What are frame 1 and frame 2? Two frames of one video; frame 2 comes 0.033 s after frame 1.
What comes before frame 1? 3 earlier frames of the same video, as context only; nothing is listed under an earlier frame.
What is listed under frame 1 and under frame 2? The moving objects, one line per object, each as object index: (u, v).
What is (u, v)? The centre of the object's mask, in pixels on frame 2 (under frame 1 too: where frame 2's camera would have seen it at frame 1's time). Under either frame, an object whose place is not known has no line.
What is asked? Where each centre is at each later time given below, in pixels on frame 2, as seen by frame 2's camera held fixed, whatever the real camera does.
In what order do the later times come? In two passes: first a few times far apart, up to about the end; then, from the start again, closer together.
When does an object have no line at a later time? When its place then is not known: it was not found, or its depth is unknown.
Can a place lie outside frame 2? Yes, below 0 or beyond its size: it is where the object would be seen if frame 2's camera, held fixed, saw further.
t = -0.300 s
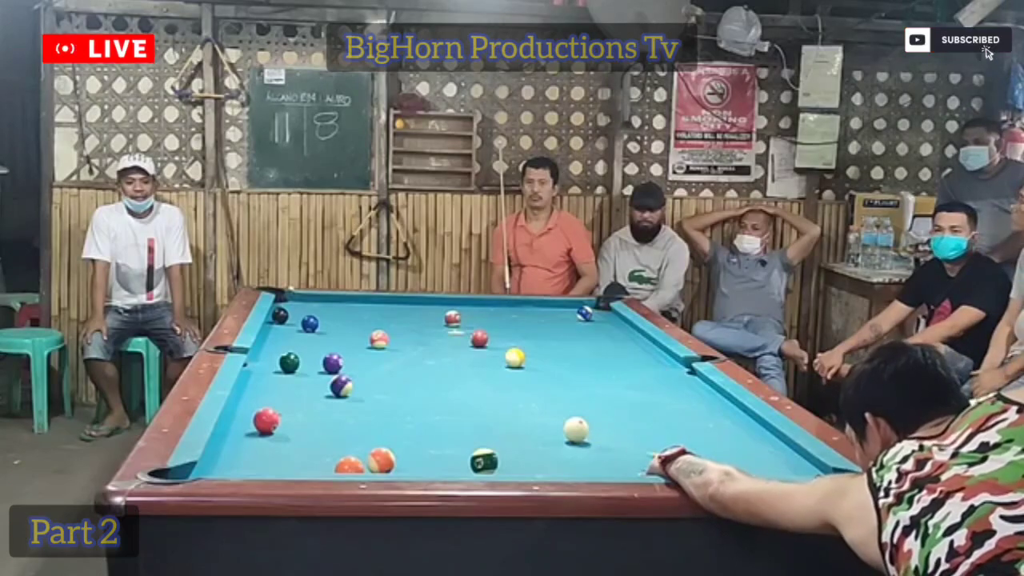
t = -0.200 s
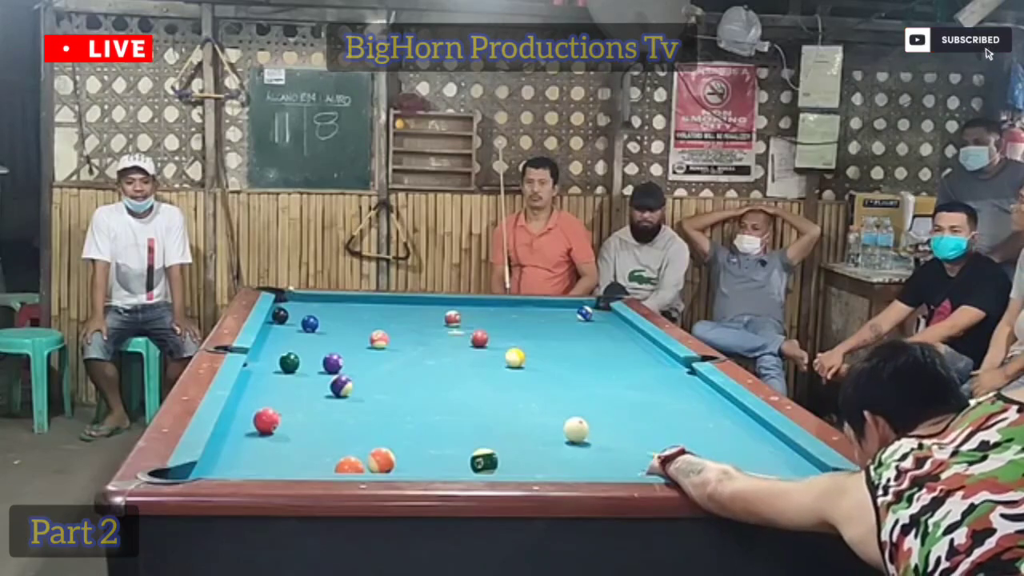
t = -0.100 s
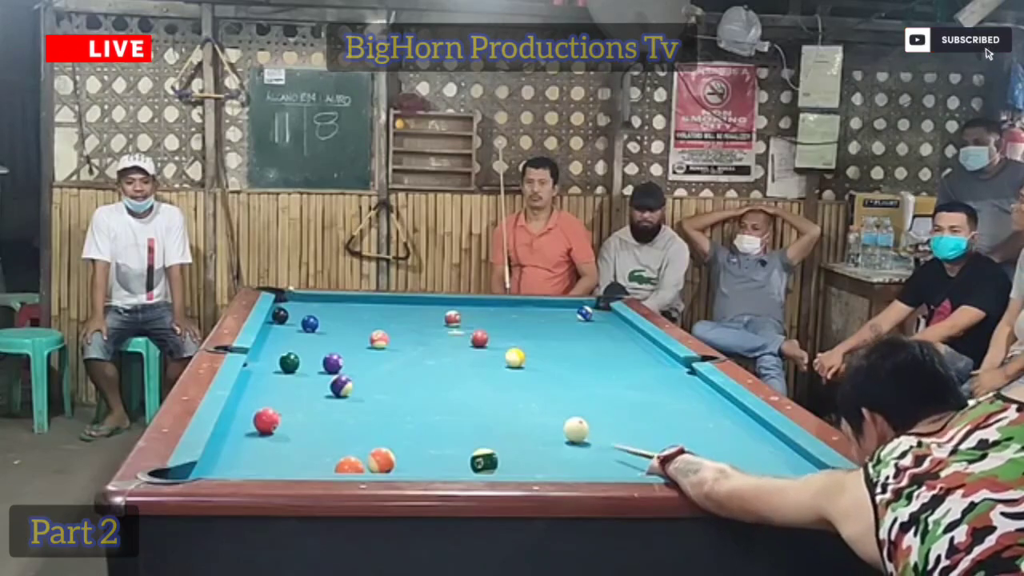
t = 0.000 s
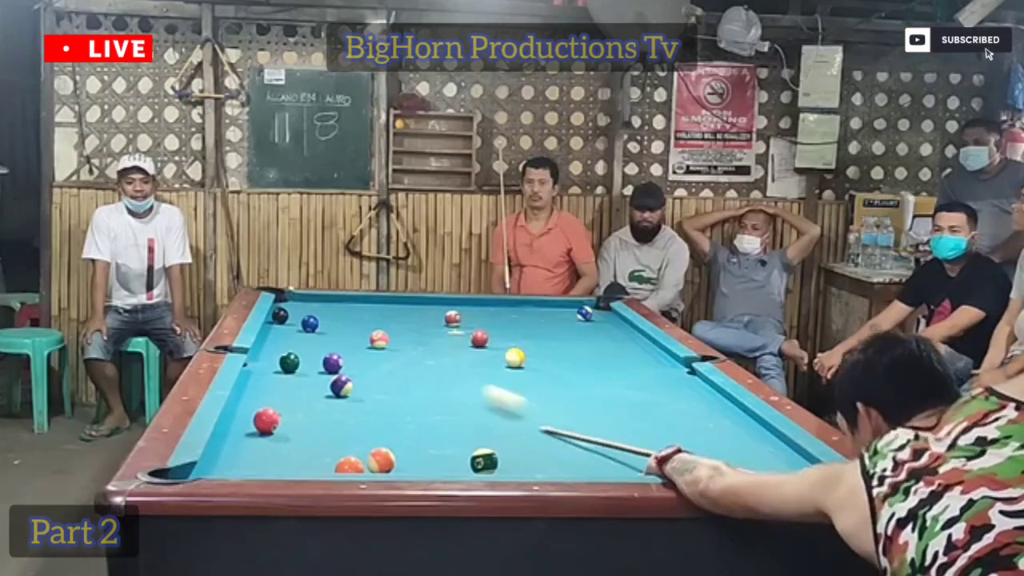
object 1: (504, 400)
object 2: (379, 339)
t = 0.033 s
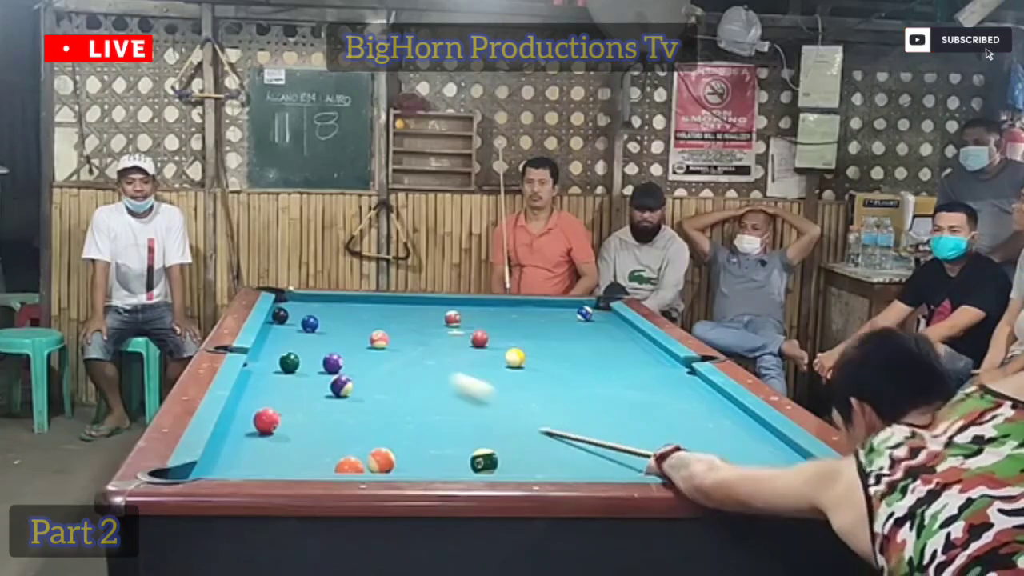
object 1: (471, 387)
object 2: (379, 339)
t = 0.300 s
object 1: (306, 326)
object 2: (379, 339)
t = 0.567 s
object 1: (285, 327)
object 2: (379, 339)
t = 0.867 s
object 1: (315, 332)
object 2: (379, 339)
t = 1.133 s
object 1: (341, 335)
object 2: (379, 339)
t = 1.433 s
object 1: (362, 339)
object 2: (385, 340)
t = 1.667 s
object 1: (365, 340)
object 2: (400, 341)
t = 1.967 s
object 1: (369, 341)
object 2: (416, 342)
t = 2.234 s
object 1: (371, 342)
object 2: (428, 343)
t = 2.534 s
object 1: (371, 342)
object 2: (438, 344)
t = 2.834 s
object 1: (371, 342)
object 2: (445, 345)
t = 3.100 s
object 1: (371, 342)
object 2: (448, 345)
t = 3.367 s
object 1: (371, 342)
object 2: (450, 345)
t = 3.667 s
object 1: (371, 342)
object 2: (451, 345)
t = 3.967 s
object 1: (371, 343)
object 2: (451, 345)
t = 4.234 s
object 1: (371, 342)
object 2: (451, 345)
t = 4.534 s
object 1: (371, 342)
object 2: (451, 345)
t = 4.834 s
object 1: (371, 342)
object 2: (451, 345)
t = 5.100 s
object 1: (371, 342)
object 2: (451, 345)
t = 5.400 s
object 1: (371, 342)
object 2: (451, 345)
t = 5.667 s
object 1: (371, 343)
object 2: (451, 345)
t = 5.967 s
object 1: (371, 342)
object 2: (451, 345)
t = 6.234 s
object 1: (371, 343)
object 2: (451, 345)
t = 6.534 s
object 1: (372, 342)
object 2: (451, 345)
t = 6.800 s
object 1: (372, 342)
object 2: (451, 345)
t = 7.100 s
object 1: (372, 342)
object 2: (451, 345)
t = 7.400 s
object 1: (372, 342)
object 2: (451, 345)
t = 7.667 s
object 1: (372, 342)
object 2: (451, 345)
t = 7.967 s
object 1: (372, 342)
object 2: (451, 345)
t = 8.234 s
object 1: (372, 342)
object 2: (451, 345)
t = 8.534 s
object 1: (372, 342)
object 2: (451, 345)
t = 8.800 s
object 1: (372, 342)
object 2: (451, 345)
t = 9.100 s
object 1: (371, 342)
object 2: (451, 345)
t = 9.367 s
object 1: (371, 342)
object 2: (451, 345)
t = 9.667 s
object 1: (371, 342)
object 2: (451, 345)
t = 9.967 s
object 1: (371, 342)
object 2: (451, 345)
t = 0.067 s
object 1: (442, 376)
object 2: (379, 339)
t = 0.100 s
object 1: (415, 366)
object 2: (379, 339)
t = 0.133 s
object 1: (392, 357)
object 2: (379, 338)
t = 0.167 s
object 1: (370, 348)
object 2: (380, 337)
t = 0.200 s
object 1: (351, 340)
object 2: (379, 339)
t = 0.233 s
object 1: (333, 334)
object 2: (379, 339)
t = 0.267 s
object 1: (317, 327)
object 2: (379, 339)
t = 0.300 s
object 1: (306, 326)
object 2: (379, 339)
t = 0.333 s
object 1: (296, 326)
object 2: (379, 339)
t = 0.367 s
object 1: (288, 325)
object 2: (379, 339)
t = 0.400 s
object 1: (279, 325)
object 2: (379, 339)
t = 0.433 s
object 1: (272, 325)
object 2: (379, 339)
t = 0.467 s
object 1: (274, 325)
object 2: (379, 339)
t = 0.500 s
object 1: (278, 326)
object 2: (379, 339)
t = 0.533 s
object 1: (281, 327)
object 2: (379, 339)
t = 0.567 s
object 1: (285, 327)
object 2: (379, 339)
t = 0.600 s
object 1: (289, 327)
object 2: (379, 339)
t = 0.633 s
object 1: (293, 328)
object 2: (379, 339)
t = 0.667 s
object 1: (295, 328)
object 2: (379, 339)
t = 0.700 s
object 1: (298, 329)
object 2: (379, 339)
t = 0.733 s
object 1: (302, 329)
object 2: (379, 339)
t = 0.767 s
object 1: (305, 330)
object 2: (379, 339)
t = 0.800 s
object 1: (309, 331)
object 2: (379, 339)
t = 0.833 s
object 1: (312, 331)
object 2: (379, 339)
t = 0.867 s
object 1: (315, 332)
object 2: (379, 339)
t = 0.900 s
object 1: (319, 332)
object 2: (379, 339)
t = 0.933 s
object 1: (321, 333)
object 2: (379, 339)
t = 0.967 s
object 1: (325, 333)
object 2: (379, 339)
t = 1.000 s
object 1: (329, 333)
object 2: (379, 339)
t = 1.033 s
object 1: (332, 334)
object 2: (379, 339)
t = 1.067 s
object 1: (335, 334)
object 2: (379, 339)
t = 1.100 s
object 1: (338, 335)
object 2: (379, 339)
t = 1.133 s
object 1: (341, 335)
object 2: (379, 339)
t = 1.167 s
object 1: (345, 336)
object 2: (379, 339)
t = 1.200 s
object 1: (348, 336)
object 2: (379, 339)
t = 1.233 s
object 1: (351, 337)
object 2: (379, 339)
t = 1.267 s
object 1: (354, 337)
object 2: (379, 339)
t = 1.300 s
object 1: (357, 337)
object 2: (379, 339)
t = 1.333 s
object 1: (359, 338)
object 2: (379, 339)
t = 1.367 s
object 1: (361, 338)
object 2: (381, 339)
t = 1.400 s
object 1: (361, 338)
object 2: (383, 339)
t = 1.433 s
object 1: (362, 339)
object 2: (385, 340)
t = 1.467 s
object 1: (362, 339)
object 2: (387, 340)
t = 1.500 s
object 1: (363, 339)
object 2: (390, 340)
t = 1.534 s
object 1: (363, 340)
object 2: (392, 340)
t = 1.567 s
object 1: (364, 340)
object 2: (393, 341)
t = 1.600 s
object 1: (364, 340)
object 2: (396, 341)
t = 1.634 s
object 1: (365, 340)
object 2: (398, 341)
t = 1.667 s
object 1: (365, 340)
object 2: (400, 341)
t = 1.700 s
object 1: (366, 340)
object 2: (401, 341)
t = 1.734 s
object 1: (366, 340)
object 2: (403, 341)
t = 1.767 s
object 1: (366, 341)
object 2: (405, 341)
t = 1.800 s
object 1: (367, 341)
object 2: (407, 342)
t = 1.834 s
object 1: (367, 341)
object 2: (409, 342)
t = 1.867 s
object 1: (368, 341)
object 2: (411, 342)
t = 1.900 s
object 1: (368, 341)
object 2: (412, 342)
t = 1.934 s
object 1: (368, 341)
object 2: (414, 342)
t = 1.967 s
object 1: (369, 341)
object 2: (416, 342)
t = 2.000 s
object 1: (369, 341)
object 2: (418, 343)
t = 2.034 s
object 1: (369, 341)
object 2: (419, 342)
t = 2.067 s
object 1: (369, 341)
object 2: (421, 343)
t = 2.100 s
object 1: (370, 342)
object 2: (422, 343)
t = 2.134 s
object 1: (370, 342)
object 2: (424, 343)
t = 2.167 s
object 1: (370, 342)
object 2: (425, 343)
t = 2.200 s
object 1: (371, 342)
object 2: (426, 343)
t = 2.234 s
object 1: (371, 342)
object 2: (428, 343)
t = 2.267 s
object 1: (371, 342)
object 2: (429, 344)
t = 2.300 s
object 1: (371, 342)
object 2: (430, 344)
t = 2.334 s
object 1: (371, 342)
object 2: (431, 344)
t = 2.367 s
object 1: (371, 342)
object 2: (433, 344)
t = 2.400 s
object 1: (371, 342)
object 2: (433, 344)
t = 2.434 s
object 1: (371, 342)
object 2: (434, 344)
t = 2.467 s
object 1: (371, 342)
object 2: (436, 344)
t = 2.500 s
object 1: (371, 342)
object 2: (437, 344)
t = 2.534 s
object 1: (371, 342)
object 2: (438, 344)
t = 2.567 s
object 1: (371, 342)
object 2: (438, 344)
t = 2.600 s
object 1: (371, 342)
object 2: (440, 344)
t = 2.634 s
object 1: (371, 342)
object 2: (440, 344)
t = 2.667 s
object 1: (371, 342)
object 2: (441, 344)
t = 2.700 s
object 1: (371, 342)
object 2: (442, 344)
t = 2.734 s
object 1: (371, 342)
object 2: (443, 345)
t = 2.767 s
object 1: (371, 342)
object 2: (443, 345)
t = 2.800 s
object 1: (371, 342)
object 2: (444, 345)
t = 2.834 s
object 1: (371, 342)
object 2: (445, 345)
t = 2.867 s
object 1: (371, 342)
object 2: (445, 345)
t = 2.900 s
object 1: (371, 342)
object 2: (446, 345)
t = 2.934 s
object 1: (371, 342)
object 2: (446, 345)
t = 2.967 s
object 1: (371, 342)
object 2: (447, 345)
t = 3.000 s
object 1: (371, 342)
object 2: (447, 345)
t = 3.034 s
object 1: (371, 342)
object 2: (448, 345)
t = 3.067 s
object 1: (371, 342)
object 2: (448, 345)
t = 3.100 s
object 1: (371, 342)
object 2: (448, 345)
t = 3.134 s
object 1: (371, 342)
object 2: (449, 345)
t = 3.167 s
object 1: (371, 342)
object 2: (449, 345)
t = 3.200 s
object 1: (371, 342)
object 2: (449, 345)
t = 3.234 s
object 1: (371, 342)
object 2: (450, 345)
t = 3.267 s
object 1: (371, 342)
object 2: (450, 345)
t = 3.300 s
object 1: (371, 342)
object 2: (450, 345)
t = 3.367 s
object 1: (371, 342)
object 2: (450, 345)
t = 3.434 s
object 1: (371, 342)
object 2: (450, 345)
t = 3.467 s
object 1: (371, 342)
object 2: (450, 345)
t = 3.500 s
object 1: (371, 342)
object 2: (450, 345)
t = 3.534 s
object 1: (371, 342)
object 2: (450, 345)
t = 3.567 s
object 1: (371, 342)
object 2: (450, 345)
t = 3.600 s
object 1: (371, 342)
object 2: (451, 345)
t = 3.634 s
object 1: (371, 342)
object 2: (450, 345)
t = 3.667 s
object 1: (371, 342)
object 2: (451, 345)
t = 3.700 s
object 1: (371, 342)
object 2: (451, 345)
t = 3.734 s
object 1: (371, 342)
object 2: (451, 345)
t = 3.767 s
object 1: (371, 343)
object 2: (451, 345)
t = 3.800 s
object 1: (371, 342)
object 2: (451, 345)
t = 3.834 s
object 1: (371, 343)
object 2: (451, 345)
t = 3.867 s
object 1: (371, 343)
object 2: (451, 345)
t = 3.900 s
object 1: (371, 343)
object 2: (451, 345)
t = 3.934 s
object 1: (371, 343)
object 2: (451, 345)
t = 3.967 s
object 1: (371, 343)
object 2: (451, 345)
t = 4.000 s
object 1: (371, 342)
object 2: (451, 345)
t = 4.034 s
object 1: (371, 343)
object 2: (451, 345)
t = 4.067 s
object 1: (371, 343)
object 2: (451, 345)
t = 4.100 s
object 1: (371, 343)
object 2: (451, 345)
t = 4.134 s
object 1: (371, 342)
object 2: (451, 345)
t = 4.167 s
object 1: (371, 343)
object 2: (451, 345)
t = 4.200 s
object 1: (371, 343)
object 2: (451, 345)
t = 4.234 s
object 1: (371, 342)
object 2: (451, 345)
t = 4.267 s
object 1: (371, 342)
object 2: (451, 345)
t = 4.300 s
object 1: (371, 343)
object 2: (451, 345)
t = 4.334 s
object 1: (371, 343)
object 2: (451, 345)
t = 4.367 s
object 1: (371, 343)
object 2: (451, 345)
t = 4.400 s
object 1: (371, 343)
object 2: (451, 345)
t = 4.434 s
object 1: (371, 343)
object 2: (451, 345)
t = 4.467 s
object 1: (371, 342)
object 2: (451, 345)
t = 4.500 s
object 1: (371, 342)
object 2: (451, 345)
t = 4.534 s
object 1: (371, 342)
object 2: (451, 345)
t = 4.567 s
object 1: (371, 343)
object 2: (451, 345)
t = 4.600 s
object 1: (371, 343)
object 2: (451, 345)
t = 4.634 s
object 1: (371, 342)
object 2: (451, 345)
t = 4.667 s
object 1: (371, 343)
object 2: (451, 345)
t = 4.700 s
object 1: (371, 343)
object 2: (451, 345)
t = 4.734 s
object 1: (371, 343)
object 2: (451, 345)
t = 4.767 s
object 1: (371, 343)
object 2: (451, 345)
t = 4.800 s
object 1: (371, 342)
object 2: (451, 345)
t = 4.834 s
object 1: (371, 342)
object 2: (451, 345)
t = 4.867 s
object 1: (371, 342)
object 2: (451, 345)
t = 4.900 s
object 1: (371, 342)
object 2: (451, 345)
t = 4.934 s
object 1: (371, 342)
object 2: (451, 345)
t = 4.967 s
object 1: (371, 342)
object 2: (451, 345)
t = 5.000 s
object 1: (371, 342)
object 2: (451, 345)
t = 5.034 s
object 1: (371, 342)
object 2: (451, 345)
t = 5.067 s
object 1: (371, 342)
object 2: (451, 345)
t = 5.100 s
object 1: (371, 342)
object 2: (451, 345)
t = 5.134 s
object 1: (371, 343)
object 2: (451, 345)
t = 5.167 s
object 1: (371, 343)
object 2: (451, 345)
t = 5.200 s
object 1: (371, 343)
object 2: (451, 345)
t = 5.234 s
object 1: (371, 342)
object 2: (451, 345)
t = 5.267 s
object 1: (371, 343)
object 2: (451, 345)
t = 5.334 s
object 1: (371, 342)
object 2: (451, 345)
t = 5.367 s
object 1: (371, 342)
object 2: (451, 345)
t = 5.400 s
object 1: (371, 342)
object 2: (451, 345)
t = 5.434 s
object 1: (371, 343)
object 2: (451, 345)
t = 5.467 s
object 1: (371, 343)
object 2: (451, 345)
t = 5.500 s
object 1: (371, 343)
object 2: (451, 345)
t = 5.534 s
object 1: (371, 343)
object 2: (451, 345)
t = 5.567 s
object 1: (371, 343)
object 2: (451, 345)
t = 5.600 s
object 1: (371, 343)
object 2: (451, 345)
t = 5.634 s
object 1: (371, 343)
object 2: (451, 345)
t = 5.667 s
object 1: (371, 343)
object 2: (451, 345)
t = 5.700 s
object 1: (371, 342)
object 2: (451, 345)
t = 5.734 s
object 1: (371, 342)
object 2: (451, 345)
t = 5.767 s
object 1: (371, 342)
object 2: (451, 345)
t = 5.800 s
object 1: (371, 342)
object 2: (451, 345)
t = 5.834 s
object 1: (371, 342)
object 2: (451, 345)
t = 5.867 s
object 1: (371, 342)
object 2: (451, 345)
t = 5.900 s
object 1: (371, 342)
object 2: (451, 345)
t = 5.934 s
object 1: (371, 342)
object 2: (451, 345)
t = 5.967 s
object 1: (371, 342)
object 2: (451, 345)
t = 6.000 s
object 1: (371, 342)
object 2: (451, 345)
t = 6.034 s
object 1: (371, 342)
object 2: (451, 345)
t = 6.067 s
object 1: (371, 342)
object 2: (451, 345)
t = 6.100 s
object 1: (371, 343)
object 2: (451, 345)
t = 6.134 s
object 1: (371, 343)
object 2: (451, 345)
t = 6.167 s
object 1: (371, 343)
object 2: (451, 345)
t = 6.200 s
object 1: (371, 343)
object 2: (451, 345)
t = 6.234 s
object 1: (371, 343)
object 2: (451, 345)
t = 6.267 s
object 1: (371, 342)
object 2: (451, 345)
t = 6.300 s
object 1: (371, 342)
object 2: (451, 345)
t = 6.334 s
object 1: (371, 342)
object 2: (451, 345)
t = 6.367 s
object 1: (372, 342)
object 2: (451, 345)
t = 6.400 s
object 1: (372, 342)
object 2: (451, 345)
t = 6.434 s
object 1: (371, 342)
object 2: (451, 345)
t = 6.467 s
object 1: (372, 342)
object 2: (451, 345)
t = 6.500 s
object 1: (372, 342)
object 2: (451, 345)
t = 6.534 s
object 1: (372, 342)
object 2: (451, 345)
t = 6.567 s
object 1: (372, 342)
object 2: (451, 345)
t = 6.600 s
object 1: (372, 342)
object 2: (451, 345)
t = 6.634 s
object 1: (372, 342)
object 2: (451, 345)
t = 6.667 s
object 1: (372, 342)
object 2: (451, 345)
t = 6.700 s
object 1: (372, 342)
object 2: (451, 345)
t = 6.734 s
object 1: (372, 342)
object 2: (451, 345)
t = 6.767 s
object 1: (372, 342)
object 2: (451, 345)
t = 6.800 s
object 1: (372, 342)
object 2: (451, 345)
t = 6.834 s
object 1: (372, 342)
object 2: (451, 345)
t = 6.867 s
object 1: (372, 342)
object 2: (451, 345)
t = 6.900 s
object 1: (372, 342)
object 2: (451, 345)
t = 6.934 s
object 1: (372, 342)
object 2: (451, 345)
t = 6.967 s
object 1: (372, 342)
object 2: (451, 345)
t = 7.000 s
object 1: (372, 342)
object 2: (451, 345)
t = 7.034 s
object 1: (372, 342)
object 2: (451, 345)
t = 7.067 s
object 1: (372, 342)
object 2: (451, 345)
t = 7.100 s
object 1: (372, 342)
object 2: (451, 345)
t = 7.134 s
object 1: (372, 342)
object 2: (451, 345)
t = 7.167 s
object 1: (372, 342)
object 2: (451, 345)
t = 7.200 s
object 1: (372, 342)
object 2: (451, 345)
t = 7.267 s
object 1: (372, 342)
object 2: (451, 345)
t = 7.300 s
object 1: (372, 342)
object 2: (451, 345)
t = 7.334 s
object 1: (372, 342)
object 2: (451, 345)
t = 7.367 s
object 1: (372, 342)
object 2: (451, 345)
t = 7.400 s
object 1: (372, 342)
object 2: (451, 345)
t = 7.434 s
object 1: (372, 342)
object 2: (451, 345)
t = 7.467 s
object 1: (372, 342)
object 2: (451, 345)
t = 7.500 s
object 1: (372, 342)
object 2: (451, 345)
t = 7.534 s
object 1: (372, 342)
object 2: (451, 345)
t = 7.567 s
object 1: (372, 342)
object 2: (451, 345)
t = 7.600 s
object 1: (372, 342)
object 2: (451, 345)
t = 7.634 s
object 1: (372, 342)
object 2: (451, 345)
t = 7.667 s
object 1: (372, 342)
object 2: (451, 345)
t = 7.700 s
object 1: (372, 342)
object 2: (451, 345)
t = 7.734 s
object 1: (372, 342)
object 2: (451, 345)
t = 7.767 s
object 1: (371, 342)
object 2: (451, 345)
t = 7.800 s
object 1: (372, 342)
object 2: (451, 345)
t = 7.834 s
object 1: (372, 342)
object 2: (451, 345)
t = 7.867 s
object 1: (372, 342)
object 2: (451, 345)
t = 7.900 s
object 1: (372, 342)
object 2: (451, 345)
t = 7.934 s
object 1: (372, 342)
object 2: (451, 345)
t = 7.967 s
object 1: (372, 342)
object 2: (451, 345)
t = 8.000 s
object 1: (371, 342)
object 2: (451, 345)
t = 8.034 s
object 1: (372, 342)
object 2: (451, 345)
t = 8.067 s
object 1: (372, 342)
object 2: (451, 345)
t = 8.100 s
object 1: (372, 342)
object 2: (451, 345)
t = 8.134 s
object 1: (372, 342)
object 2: (451, 345)
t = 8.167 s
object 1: (371, 342)
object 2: (451, 345)
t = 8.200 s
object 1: (372, 342)
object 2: (451, 345)
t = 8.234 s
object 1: (372, 342)
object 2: (451, 345)
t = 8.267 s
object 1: (372, 342)
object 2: (451, 345)
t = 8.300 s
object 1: (372, 342)
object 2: (451, 345)
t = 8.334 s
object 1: (372, 342)
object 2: (451, 345)
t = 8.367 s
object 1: (372, 342)
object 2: (451, 345)
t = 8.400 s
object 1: (372, 342)
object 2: (451, 345)
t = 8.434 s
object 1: (372, 342)
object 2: (451, 345)
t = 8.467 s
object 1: (372, 342)
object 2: (451, 345)
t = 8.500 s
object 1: (372, 342)
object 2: (451, 345)
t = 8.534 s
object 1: (372, 342)
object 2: (451, 345)
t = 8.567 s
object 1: (372, 342)
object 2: (451, 345)
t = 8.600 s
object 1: (372, 342)
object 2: (451, 345)
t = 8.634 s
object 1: (372, 342)
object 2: (451, 345)
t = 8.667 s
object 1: (372, 342)
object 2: (451, 345)
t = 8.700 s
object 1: (372, 342)
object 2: (451, 345)
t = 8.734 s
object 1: (372, 342)
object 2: (451, 345)
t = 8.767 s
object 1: (372, 342)
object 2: (451, 345)
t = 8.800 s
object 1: (372, 342)
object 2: (451, 345)
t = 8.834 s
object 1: (372, 342)
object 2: (451, 345)
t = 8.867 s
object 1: (372, 342)
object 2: (451, 345)
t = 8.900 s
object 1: (372, 342)
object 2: (451, 345)
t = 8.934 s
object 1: (371, 342)
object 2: (451, 345)
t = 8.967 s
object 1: (371, 342)
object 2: (451, 345)
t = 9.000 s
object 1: (372, 342)
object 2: (451, 345)
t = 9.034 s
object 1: (371, 342)
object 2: (451, 345)
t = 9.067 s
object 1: (371, 342)
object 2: (451, 345)
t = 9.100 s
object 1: (371, 342)
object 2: (451, 345)
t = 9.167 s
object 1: (371, 342)
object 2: (451, 345)
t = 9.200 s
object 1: (371, 342)
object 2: (451, 345)
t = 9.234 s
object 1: (371, 342)
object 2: (451, 345)
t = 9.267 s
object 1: (371, 342)
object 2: (451, 345)
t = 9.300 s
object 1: (371, 342)
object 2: (451, 345)
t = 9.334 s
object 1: (371, 342)
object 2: (451, 345)
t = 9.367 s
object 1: (371, 342)
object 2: (451, 345)
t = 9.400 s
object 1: (371, 342)
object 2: (451, 345)
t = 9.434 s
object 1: (371, 342)
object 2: (451, 345)
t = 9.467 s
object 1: (371, 342)
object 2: (451, 345)
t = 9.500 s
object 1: (371, 342)
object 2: (451, 345)
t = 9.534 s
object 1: (371, 342)
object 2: (451, 345)
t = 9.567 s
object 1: (371, 342)
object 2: (451, 345)
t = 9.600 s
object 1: (371, 342)
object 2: (451, 345)
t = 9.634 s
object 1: (371, 342)
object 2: (451, 345)
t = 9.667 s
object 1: (371, 342)
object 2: (451, 345)
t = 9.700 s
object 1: (371, 342)
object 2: (451, 345)
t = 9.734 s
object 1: (371, 342)
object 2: (451, 345)
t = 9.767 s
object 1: (371, 342)
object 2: (451, 345)
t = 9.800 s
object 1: (371, 342)
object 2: (451, 345)
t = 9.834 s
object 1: (371, 342)
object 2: (451, 345)
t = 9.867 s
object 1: (371, 342)
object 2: (451, 345)
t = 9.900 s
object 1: (371, 342)
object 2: (451, 345)
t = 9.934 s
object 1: (371, 342)
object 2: (451, 345)
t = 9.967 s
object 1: (371, 342)
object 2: (451, 345)
